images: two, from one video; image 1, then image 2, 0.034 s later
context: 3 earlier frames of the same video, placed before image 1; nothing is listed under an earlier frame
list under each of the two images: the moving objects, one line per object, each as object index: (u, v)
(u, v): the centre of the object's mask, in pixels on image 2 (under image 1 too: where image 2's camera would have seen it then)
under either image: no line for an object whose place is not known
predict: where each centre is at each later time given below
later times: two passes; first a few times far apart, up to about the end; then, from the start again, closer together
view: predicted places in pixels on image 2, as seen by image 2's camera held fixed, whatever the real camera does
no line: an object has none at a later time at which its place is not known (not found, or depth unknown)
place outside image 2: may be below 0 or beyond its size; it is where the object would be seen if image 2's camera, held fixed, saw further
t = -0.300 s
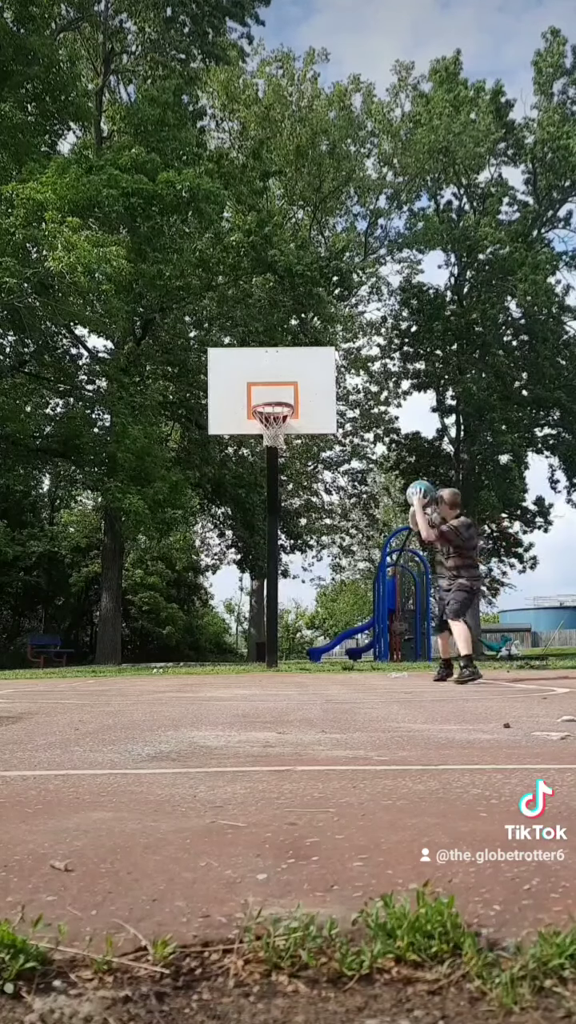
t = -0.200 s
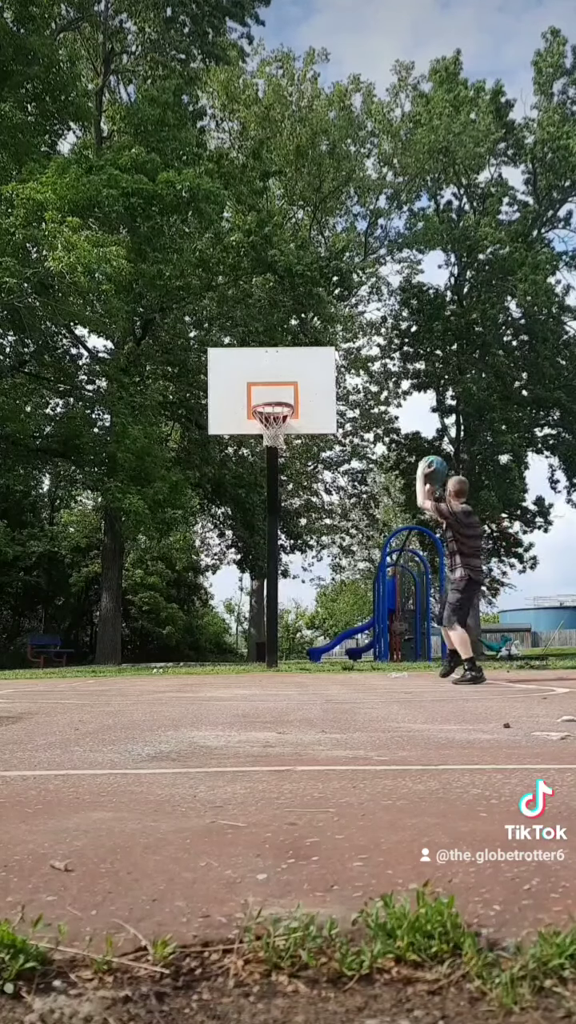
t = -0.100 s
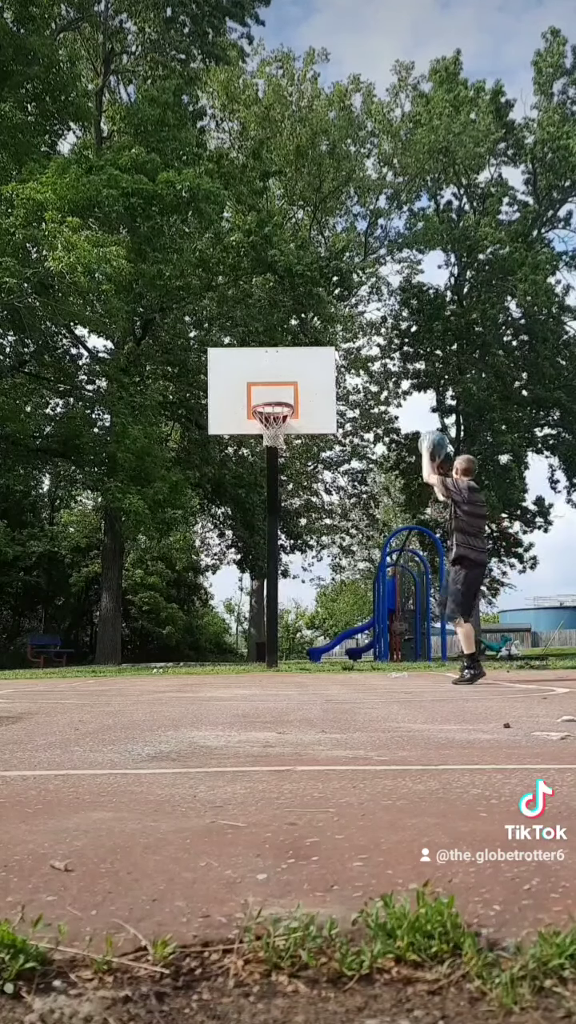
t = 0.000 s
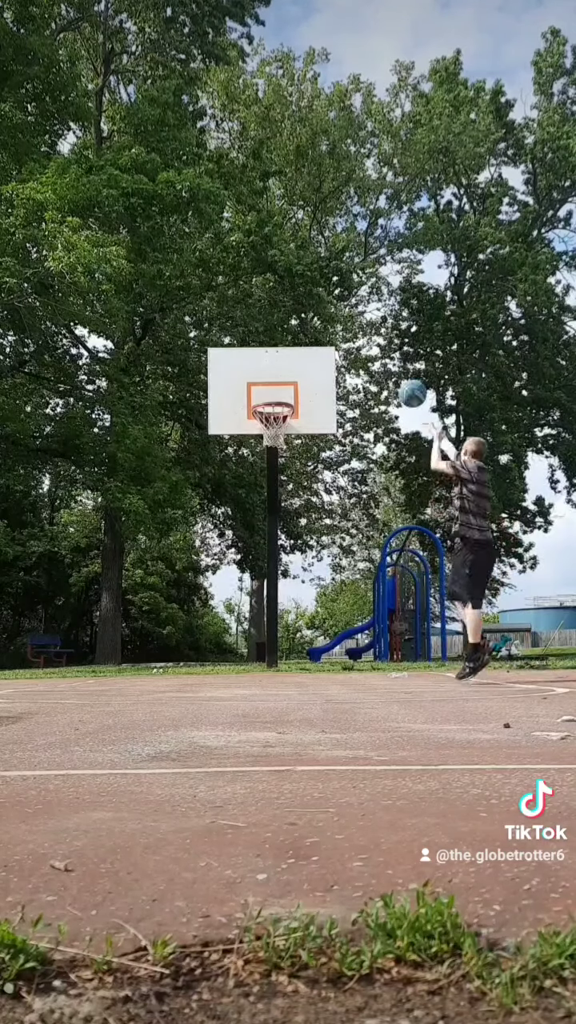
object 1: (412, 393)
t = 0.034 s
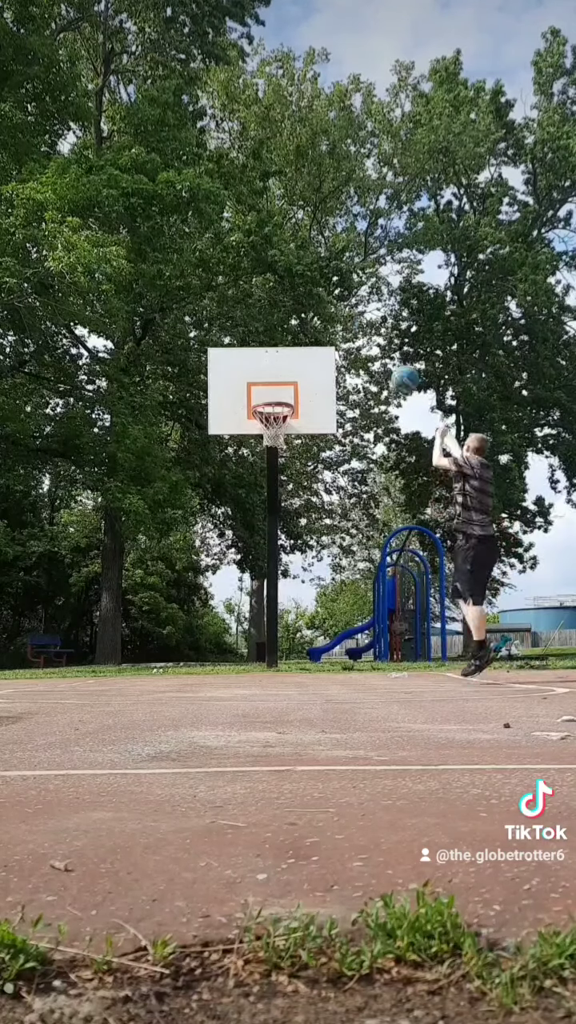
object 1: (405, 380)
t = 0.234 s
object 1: (364, 325)
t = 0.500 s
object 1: (319, 319)
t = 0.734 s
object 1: (285, 363)
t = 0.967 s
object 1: (266, 399)
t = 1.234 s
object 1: (278, 373)
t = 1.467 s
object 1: (289, 393)
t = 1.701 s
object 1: (269, 383)
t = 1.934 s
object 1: (247, 402)
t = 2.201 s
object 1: (218, 418)
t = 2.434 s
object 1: (197, 474)
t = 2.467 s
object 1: (193, 485)
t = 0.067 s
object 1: (397, 366)
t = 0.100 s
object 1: (391, 354)
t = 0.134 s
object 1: (384, 345)
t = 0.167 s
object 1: (377, 337)
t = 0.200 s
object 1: (370, 331)
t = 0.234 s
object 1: (364, 325)
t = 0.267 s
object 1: (358, 321)
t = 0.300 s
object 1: (351, 318)
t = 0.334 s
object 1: (346, 315)
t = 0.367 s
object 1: (341, 314)
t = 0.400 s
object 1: (335, 314)
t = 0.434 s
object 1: (330, 314)
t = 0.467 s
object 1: (325, 316)
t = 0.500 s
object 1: (319, 319)
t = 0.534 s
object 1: (313, 323)
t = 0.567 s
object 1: (309, 328)
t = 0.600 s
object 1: (304, 333)
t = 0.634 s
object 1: (299, 340)
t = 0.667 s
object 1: (294, 347)
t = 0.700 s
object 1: (290, 355)
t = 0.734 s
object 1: (285, 363)
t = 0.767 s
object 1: (282, 373)
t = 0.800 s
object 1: (277, 384)
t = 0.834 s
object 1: (274, 394)
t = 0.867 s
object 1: (272, 394)
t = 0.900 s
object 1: (270, 396)
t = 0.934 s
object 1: (268, 397)
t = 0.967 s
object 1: (266, 399)
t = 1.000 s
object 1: (268, 396)
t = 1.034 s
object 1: (269, 392)
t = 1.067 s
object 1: (270, 386)
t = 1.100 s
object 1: (272, 382)
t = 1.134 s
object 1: (273, 378)
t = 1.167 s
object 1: (275, 376)
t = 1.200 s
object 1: (276, 374)
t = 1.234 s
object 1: (278, 373)
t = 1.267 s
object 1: (279, 373)
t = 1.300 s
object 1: (281, 374)
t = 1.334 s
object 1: (282, 376)
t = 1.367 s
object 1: (284, 379)
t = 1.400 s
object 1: (285, 383)
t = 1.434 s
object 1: (287, 387)
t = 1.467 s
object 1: (289, 393)
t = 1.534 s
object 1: (285, 391)
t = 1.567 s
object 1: (282, 388)
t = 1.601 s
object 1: (278, 385)
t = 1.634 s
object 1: (275, 384)
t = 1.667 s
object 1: (272, 383)
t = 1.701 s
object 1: (269, 383)
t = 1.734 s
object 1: (266, 385)
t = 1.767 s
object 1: (263, 387)
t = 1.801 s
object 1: (260, 390)
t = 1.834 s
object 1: (257, 394)
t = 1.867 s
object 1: (253, 398)
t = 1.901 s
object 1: (250, 401)
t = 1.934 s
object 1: (247, 402)
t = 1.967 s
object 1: (242, 402)
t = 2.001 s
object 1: (238, 404)
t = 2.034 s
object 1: (234, 406)
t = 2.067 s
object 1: (230, 407)
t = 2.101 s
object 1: (227, 408)
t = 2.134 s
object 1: (224, 410)
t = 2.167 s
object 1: (221, 414)
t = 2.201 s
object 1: (218, 418)
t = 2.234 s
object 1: (215, 423)
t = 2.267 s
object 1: (212, 428)
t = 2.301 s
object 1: (208, 435)
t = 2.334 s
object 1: (206, 443)
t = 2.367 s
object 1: (203, 452)
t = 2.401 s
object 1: (200, 463)
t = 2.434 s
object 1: (197, 474)
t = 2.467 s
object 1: (193, 485)
